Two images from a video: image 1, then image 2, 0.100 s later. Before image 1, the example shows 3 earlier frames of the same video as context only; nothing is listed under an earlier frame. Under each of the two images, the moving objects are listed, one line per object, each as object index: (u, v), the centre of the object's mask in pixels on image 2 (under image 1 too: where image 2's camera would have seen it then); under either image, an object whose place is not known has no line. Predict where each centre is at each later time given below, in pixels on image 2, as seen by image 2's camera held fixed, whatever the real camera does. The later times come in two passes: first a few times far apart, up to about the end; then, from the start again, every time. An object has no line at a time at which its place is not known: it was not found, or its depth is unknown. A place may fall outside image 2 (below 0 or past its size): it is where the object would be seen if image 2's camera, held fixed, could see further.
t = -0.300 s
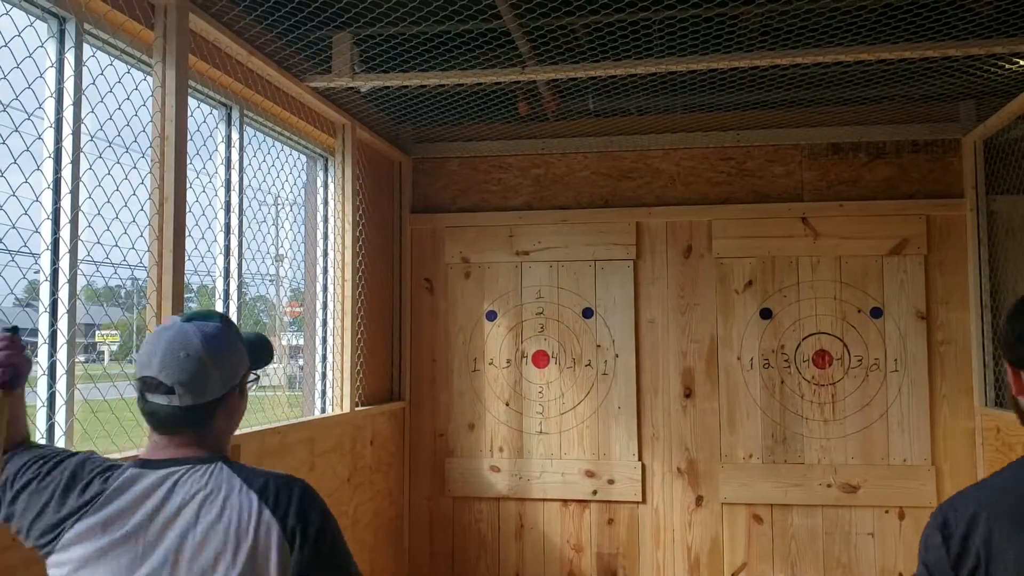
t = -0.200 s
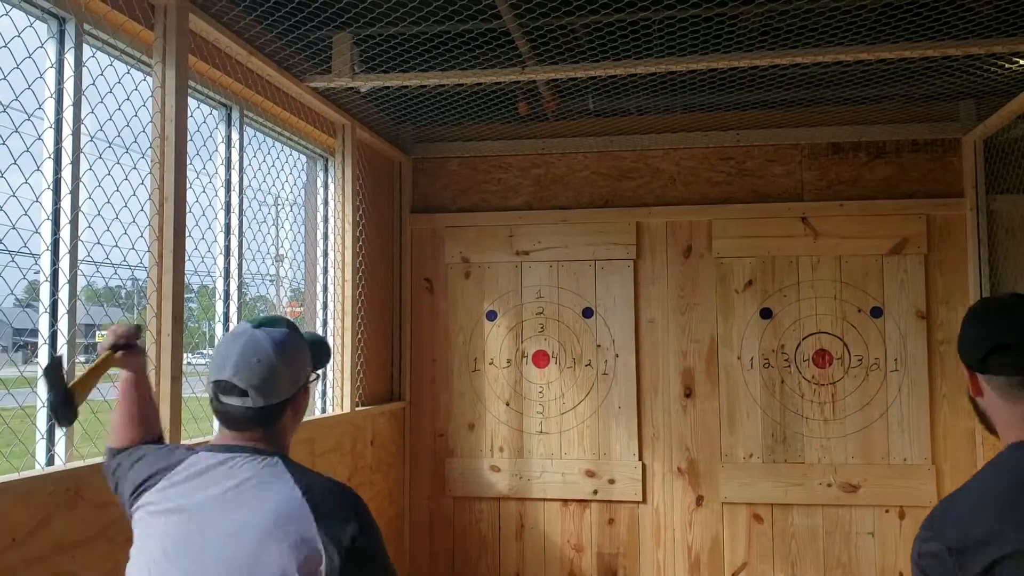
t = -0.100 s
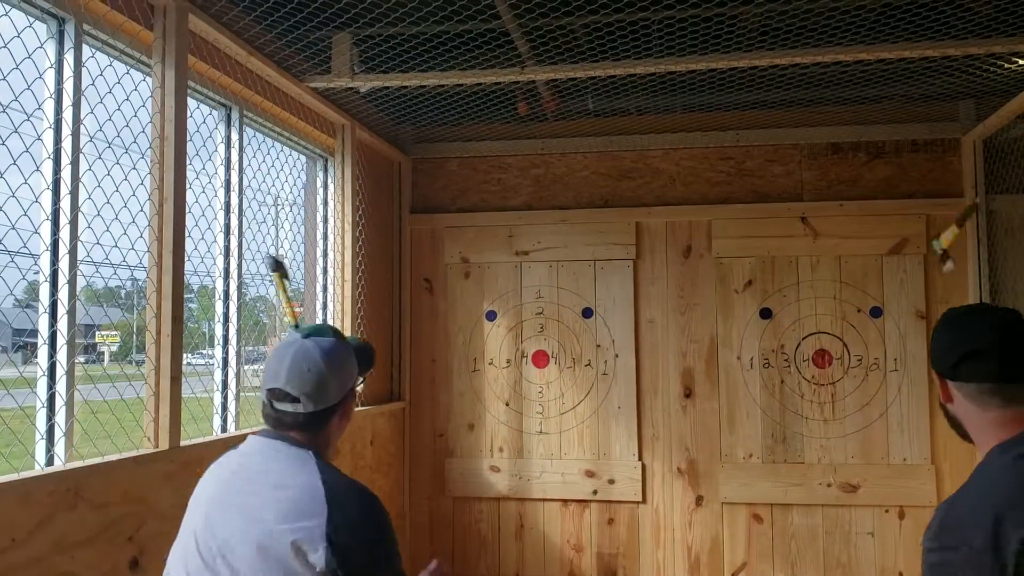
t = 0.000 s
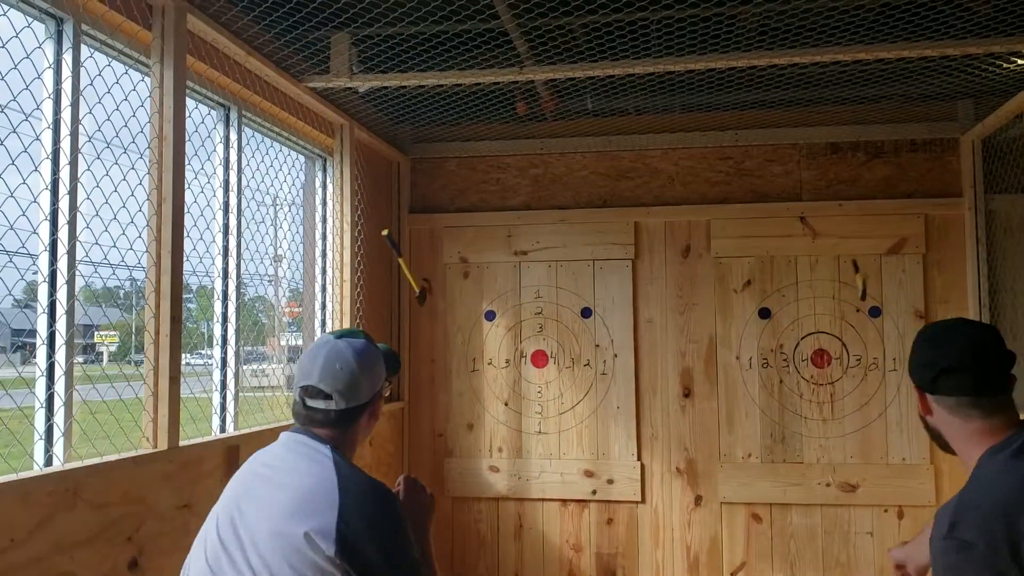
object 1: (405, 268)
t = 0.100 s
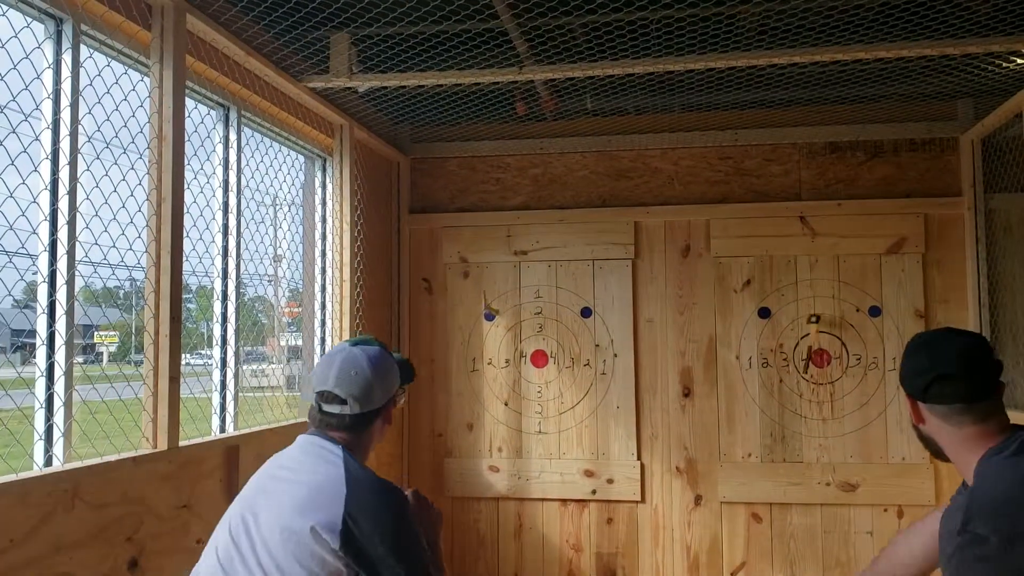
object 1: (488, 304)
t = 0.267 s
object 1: (522, 370)
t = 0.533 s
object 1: (507, 558)
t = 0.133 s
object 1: (510, 325)
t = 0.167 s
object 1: (525, 336)
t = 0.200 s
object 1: (528, 347)
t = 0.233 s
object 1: (524, 358)
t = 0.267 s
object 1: (522, 370)
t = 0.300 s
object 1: (520, 385)
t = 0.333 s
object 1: (516, 402)
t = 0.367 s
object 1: (515, 421)
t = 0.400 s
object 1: (513, 443)
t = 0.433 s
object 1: (511, 467)
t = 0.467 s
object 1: (510, 496)
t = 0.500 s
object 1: (510, 527)
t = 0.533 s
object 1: (507, 558)
